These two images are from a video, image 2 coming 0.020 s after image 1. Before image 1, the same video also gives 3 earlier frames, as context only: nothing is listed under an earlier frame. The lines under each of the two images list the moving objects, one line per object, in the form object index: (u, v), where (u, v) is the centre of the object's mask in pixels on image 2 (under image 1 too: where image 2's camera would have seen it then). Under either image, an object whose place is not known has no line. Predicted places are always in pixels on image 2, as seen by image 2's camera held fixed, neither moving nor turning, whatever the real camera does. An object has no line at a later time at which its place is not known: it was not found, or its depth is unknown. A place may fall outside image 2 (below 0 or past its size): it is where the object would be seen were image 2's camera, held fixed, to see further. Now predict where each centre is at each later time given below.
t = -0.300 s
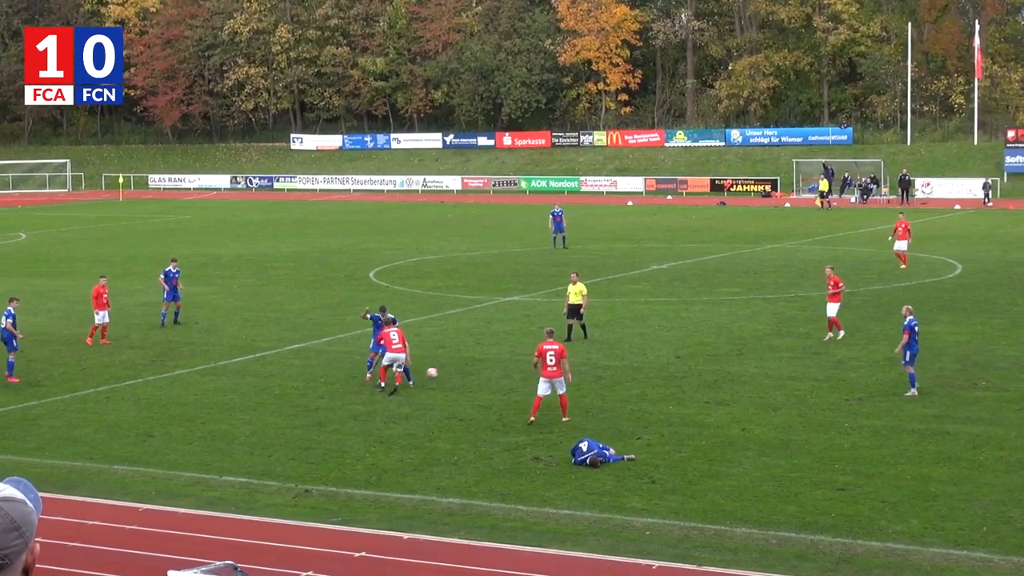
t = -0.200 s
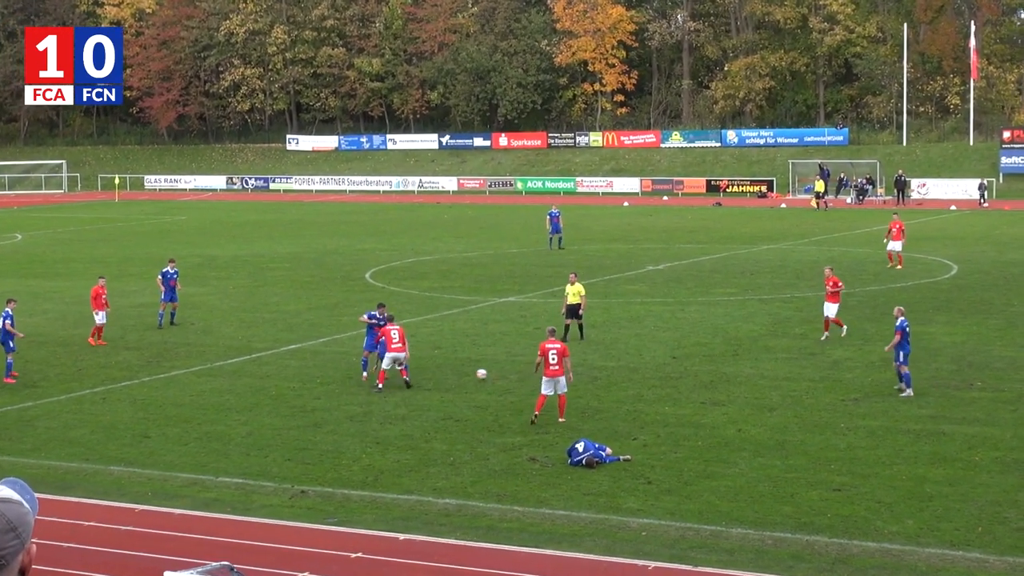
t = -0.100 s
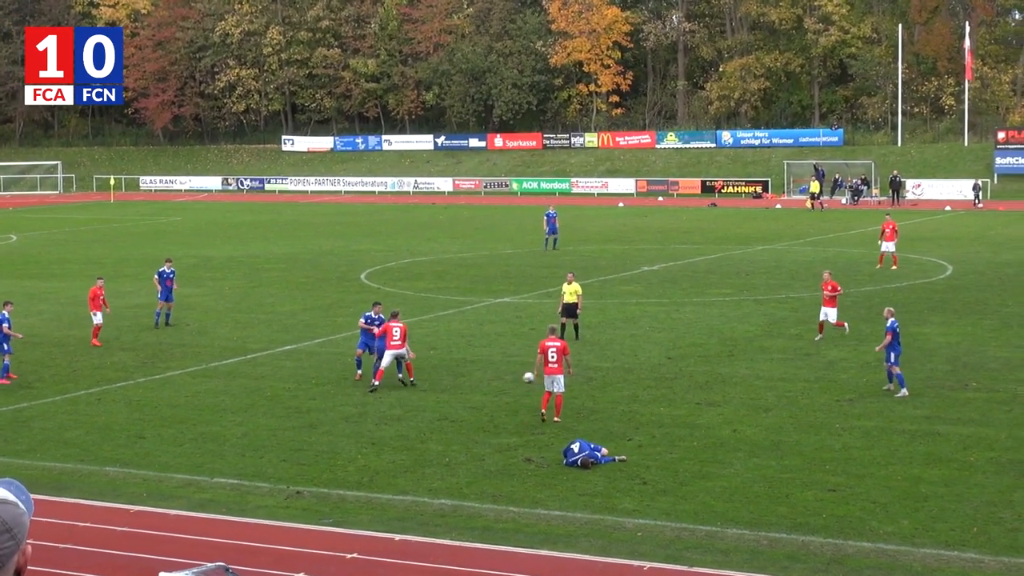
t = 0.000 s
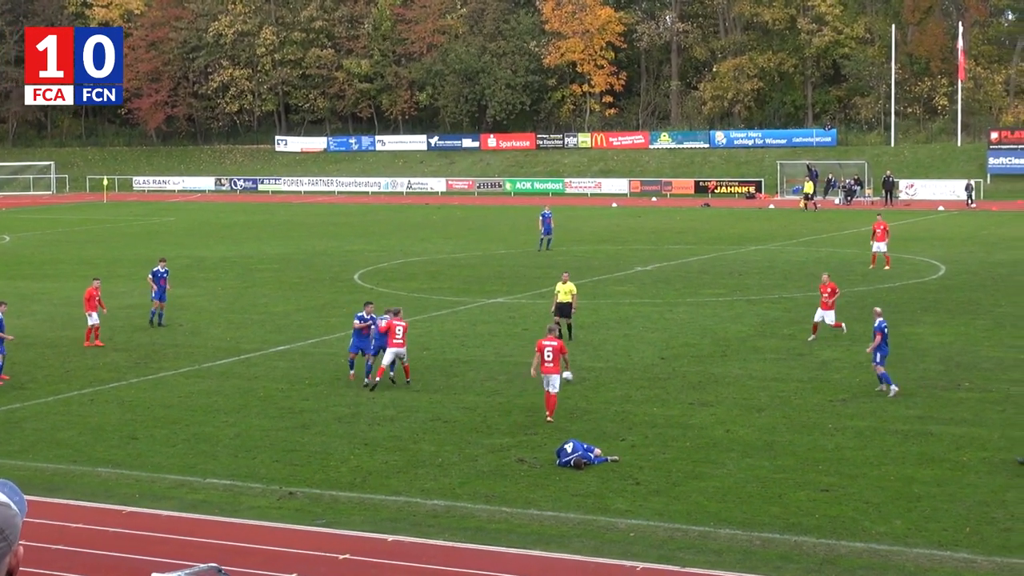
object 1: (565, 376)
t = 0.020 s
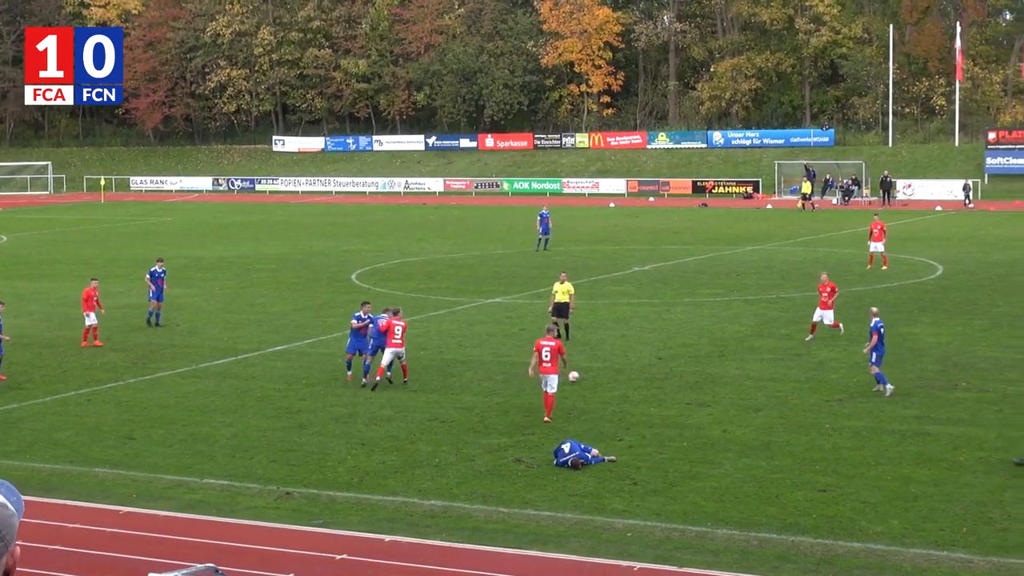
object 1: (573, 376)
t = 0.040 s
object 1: (581, 377)
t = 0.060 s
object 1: (590, 378)
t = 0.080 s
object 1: (598, 379)
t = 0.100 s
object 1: (606, 380)
